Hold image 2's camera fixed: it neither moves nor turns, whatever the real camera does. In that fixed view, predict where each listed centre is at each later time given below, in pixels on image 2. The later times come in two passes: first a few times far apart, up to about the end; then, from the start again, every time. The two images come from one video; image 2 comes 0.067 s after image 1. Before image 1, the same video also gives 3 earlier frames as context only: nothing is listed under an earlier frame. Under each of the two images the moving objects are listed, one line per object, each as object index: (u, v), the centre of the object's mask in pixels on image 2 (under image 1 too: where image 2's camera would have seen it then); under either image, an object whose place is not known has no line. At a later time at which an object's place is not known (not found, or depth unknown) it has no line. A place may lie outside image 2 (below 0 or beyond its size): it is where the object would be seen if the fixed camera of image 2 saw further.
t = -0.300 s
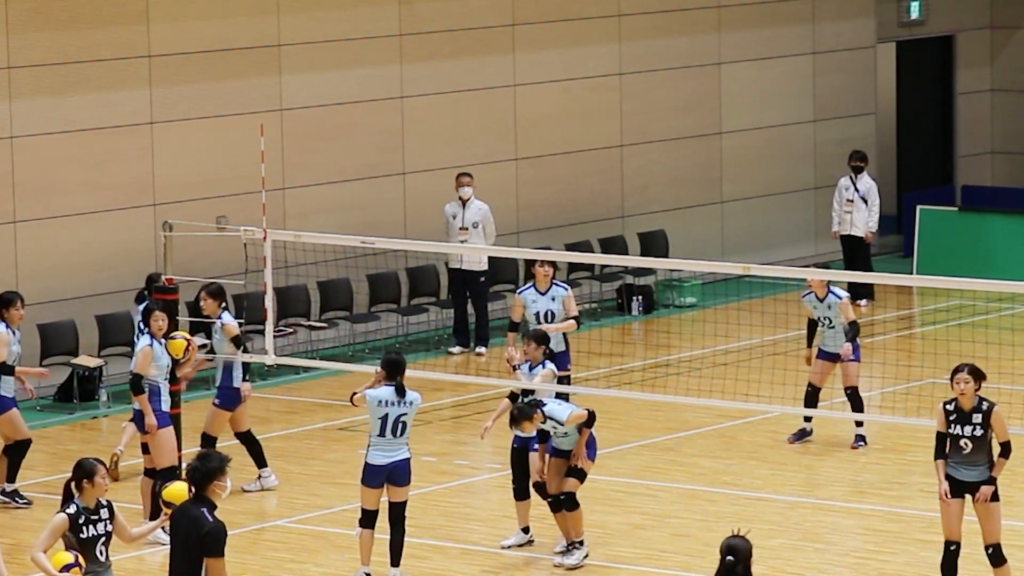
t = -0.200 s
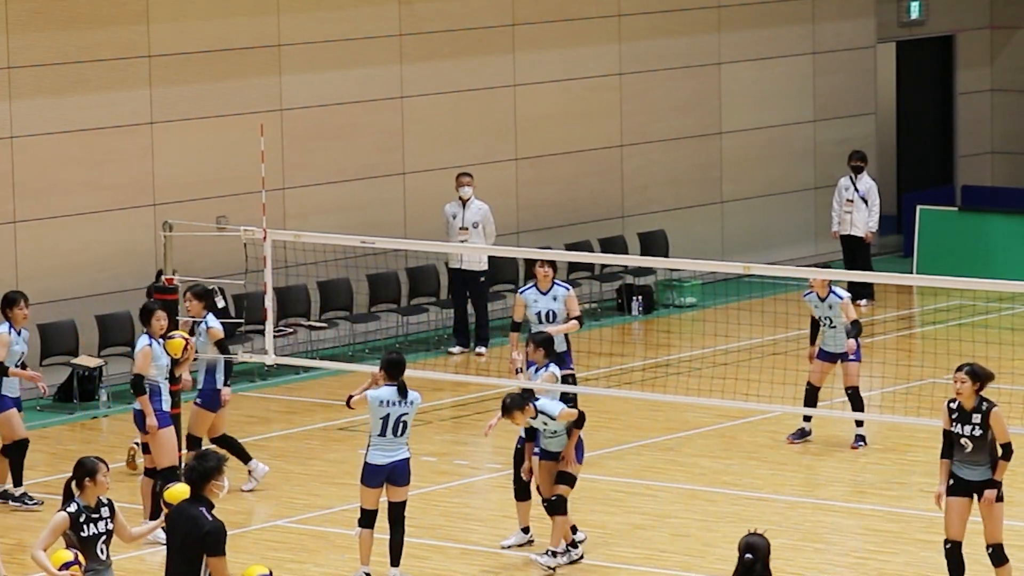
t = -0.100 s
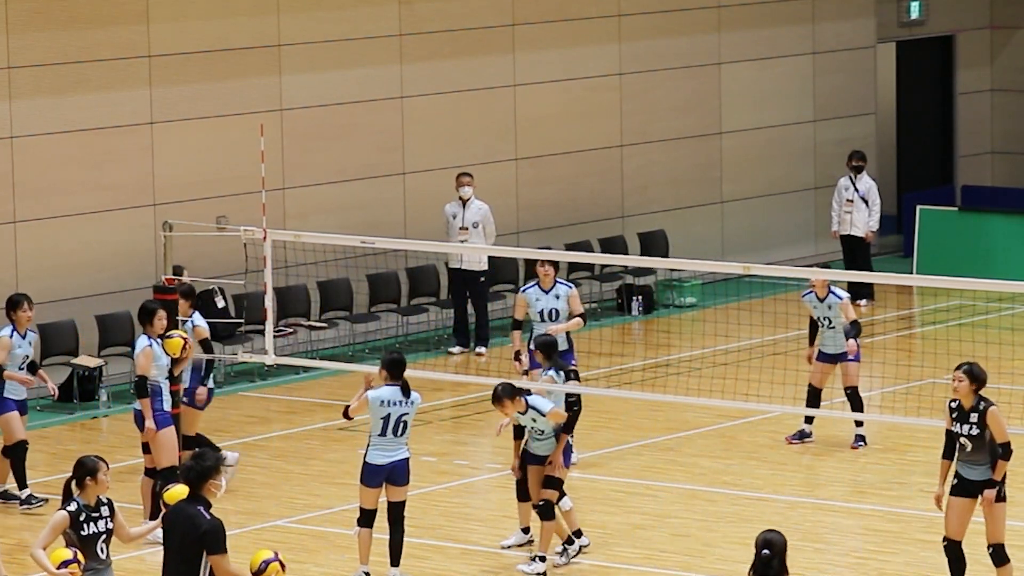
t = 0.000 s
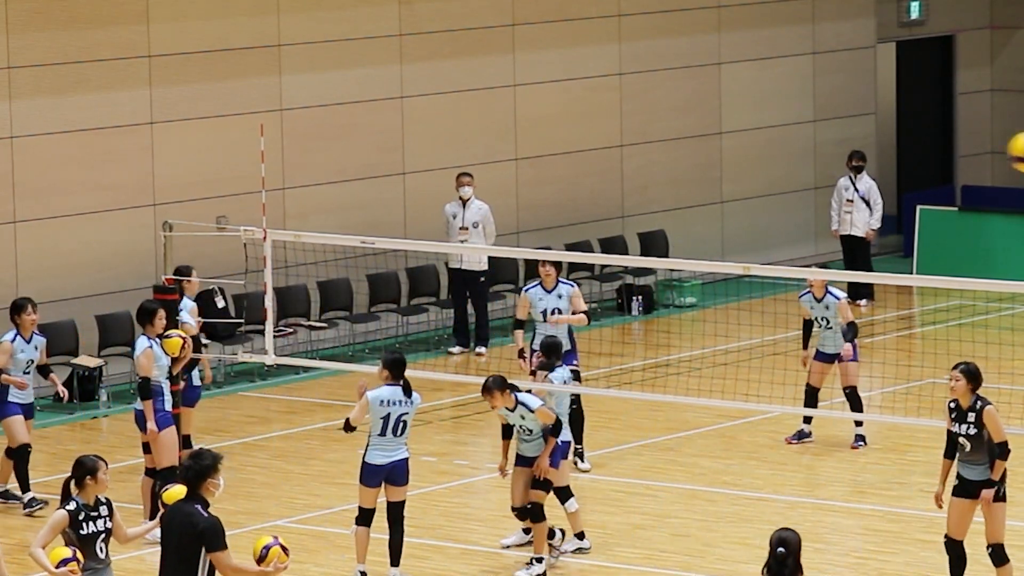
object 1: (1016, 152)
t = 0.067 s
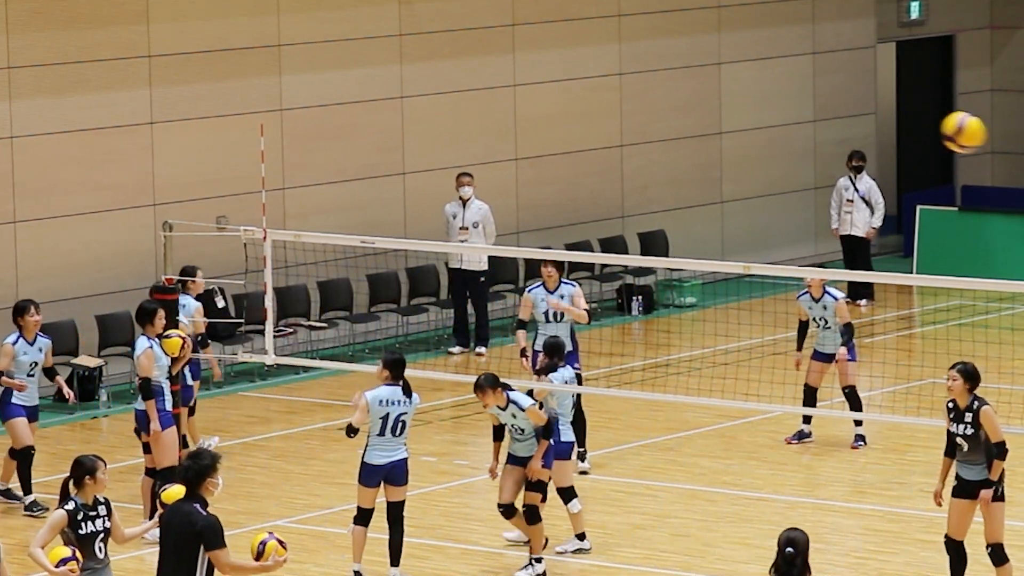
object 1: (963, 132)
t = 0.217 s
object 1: (816, 113)
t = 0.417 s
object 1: (629, 150)
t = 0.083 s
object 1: (946, 128)
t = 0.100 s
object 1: (930, 125)
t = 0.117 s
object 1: (913, 122)
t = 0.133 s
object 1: (897, 119)
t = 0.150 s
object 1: (881, 117)
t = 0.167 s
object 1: (865, 115)
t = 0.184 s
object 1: (849, 113)
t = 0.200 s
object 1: (832, 113)
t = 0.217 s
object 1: (816, 113)
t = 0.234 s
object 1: (800, 114)
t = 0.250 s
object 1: (784, 115)
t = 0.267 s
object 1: (768, 116)
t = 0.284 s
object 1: (753, 118)
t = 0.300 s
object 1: (737, 120)
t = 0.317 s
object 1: (721, 123)
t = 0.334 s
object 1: (706, 126)
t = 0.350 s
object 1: (690, 130)
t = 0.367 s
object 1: (675, 134)
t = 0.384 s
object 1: (659, 139)
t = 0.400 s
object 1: (644, 144)
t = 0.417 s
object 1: (629, 150)
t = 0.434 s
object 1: (613, 156)
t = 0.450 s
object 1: (598, 163)
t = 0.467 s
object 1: (583, 170)
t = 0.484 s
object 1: (568, 178)
